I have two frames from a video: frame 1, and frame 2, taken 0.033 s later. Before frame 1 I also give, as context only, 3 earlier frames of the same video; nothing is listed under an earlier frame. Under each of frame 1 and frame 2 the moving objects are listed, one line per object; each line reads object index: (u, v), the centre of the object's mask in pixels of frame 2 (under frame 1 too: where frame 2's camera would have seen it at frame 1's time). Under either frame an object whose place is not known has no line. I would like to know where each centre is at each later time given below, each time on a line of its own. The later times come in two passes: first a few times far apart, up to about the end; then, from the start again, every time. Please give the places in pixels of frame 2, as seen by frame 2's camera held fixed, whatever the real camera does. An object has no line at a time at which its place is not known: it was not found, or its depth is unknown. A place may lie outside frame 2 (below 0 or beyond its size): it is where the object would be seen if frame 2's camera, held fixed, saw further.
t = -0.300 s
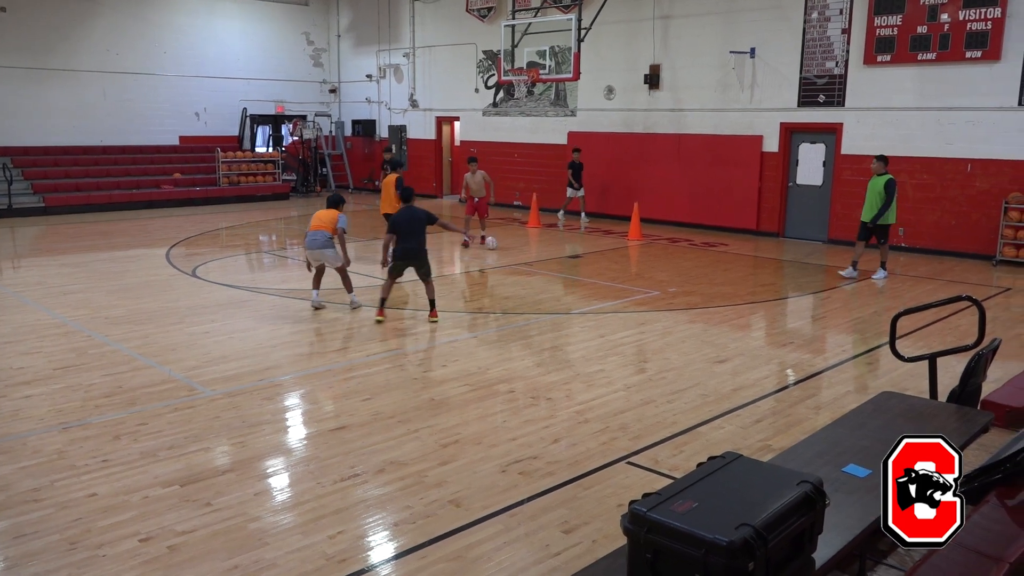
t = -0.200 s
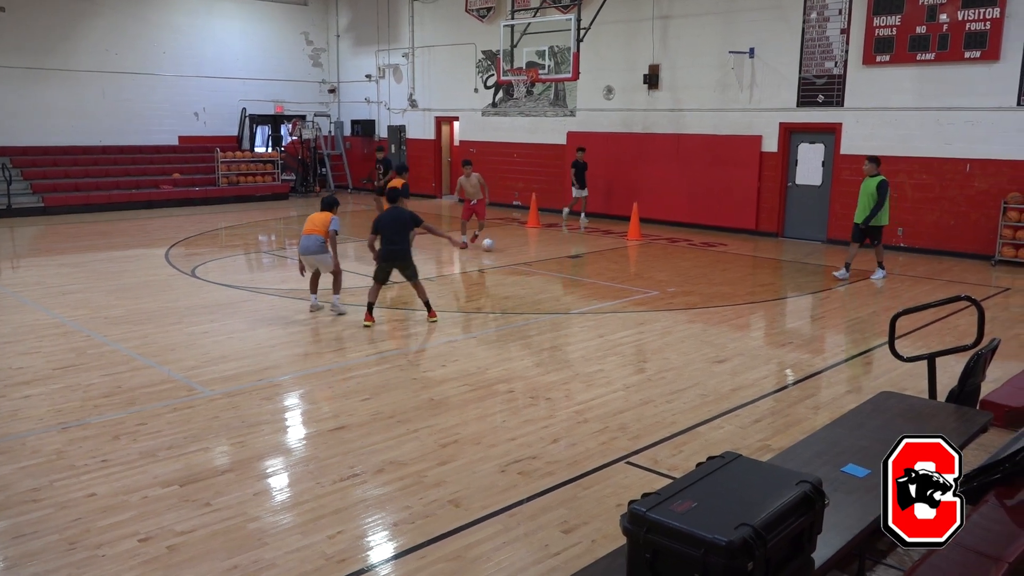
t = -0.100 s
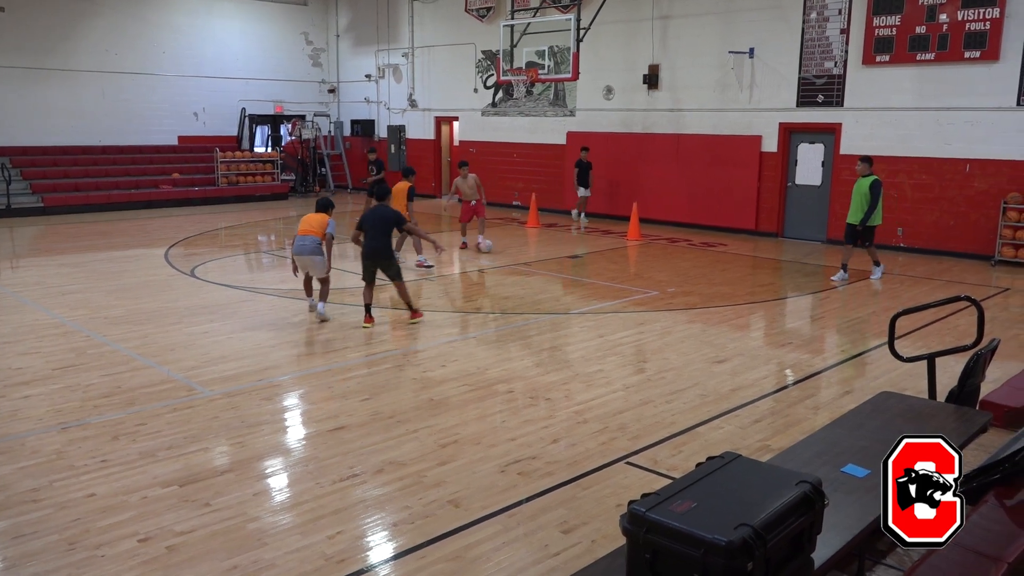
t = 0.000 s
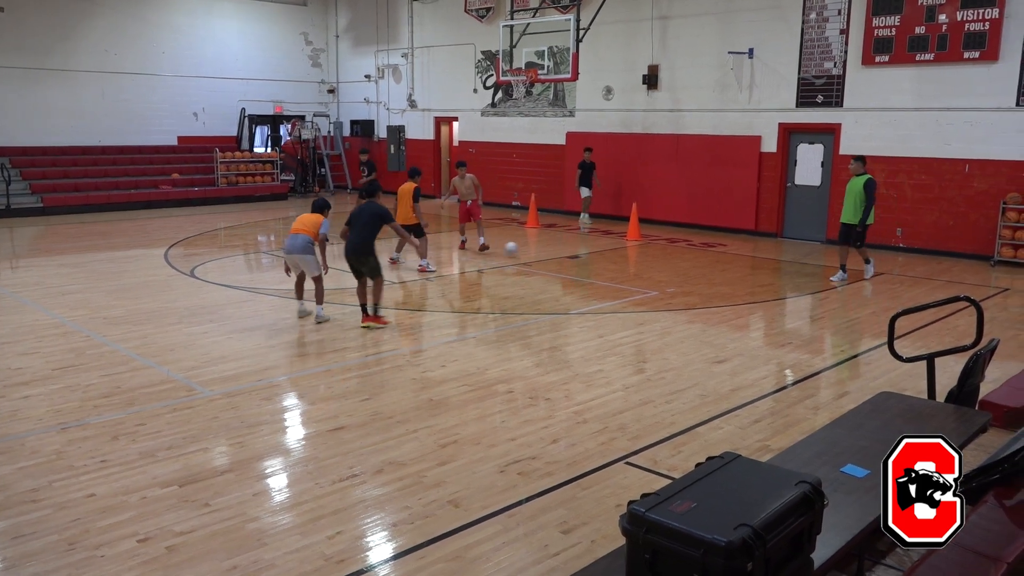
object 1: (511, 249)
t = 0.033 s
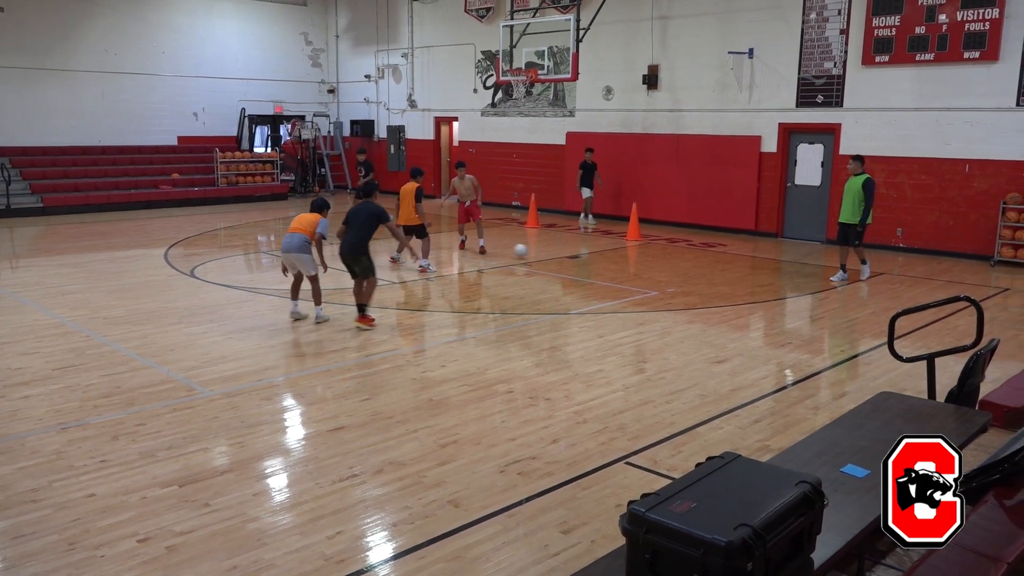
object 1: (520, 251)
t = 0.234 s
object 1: (574, 261)
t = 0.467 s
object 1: (626, 269)
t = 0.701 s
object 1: (673, 279)
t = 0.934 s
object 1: (723, 288)
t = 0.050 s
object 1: (525, 252)
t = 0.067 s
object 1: (530, 254)
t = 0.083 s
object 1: (535, 254)
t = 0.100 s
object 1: (539, 255)
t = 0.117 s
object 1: (543, 255)
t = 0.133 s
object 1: (547, 255)
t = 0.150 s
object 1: (551, 255)
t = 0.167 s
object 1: (555, 257)
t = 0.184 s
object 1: (559, 257)
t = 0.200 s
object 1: (563, 259)
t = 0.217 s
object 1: (568, 259)
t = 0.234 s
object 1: (574, 261)
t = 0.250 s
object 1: (577, 261)
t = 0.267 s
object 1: (580, 261)
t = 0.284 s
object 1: (584, 261)
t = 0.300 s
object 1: (588, 262)
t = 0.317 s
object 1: (592, 263)
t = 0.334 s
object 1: (596, 264)
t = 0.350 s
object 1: (600, 265)
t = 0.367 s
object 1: (603, 266)
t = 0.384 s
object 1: (607, 267)
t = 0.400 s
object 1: (611, 268)
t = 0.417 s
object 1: (615, 268)
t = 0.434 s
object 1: (618, 269)
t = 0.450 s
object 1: (622, 269)
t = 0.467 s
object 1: (626, 269)
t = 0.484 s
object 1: (628, 269)
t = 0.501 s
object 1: (633, 271)
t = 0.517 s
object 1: (636, 271)
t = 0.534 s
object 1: (640, 273)
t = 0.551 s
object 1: (643, 274)
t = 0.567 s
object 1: (646, 274)
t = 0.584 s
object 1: (649, 275)
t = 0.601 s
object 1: (653, 275)
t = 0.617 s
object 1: (656, 276)
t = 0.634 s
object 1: (659, 277)
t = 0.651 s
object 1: (663, 277)
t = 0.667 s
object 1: (666, 278)
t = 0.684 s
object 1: (670, 278)
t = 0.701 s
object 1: (673, 279)
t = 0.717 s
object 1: (676, 280)
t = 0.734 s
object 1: (679, 281)
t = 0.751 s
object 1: (683, 282)
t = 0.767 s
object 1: (687, 282)
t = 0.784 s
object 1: (691, 283)
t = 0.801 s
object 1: (694, 283)
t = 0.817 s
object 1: (697, 284)
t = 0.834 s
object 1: (701, 285)
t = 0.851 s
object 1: (705, 285)
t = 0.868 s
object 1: (709, 286)
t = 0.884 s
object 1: (712, 287)
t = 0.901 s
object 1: (715, 287)
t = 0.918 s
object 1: (718, 288)
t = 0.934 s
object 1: (723, 288)
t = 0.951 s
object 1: (727, 289)
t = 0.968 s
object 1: (730, 290)
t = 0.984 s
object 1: (734, 291)
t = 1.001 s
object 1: (738, 291)
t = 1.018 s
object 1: (742, 291)
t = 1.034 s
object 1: (746, 292)
